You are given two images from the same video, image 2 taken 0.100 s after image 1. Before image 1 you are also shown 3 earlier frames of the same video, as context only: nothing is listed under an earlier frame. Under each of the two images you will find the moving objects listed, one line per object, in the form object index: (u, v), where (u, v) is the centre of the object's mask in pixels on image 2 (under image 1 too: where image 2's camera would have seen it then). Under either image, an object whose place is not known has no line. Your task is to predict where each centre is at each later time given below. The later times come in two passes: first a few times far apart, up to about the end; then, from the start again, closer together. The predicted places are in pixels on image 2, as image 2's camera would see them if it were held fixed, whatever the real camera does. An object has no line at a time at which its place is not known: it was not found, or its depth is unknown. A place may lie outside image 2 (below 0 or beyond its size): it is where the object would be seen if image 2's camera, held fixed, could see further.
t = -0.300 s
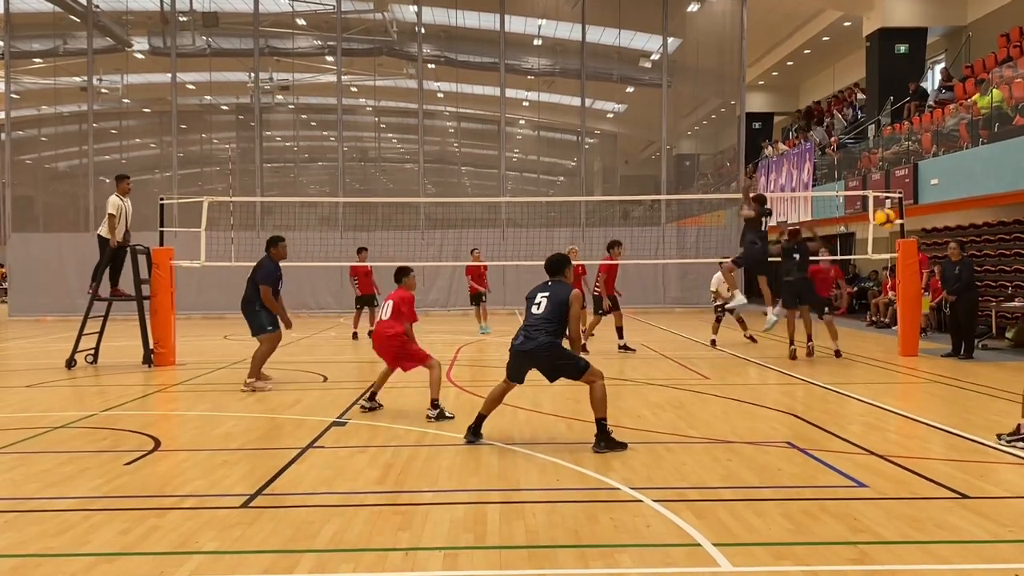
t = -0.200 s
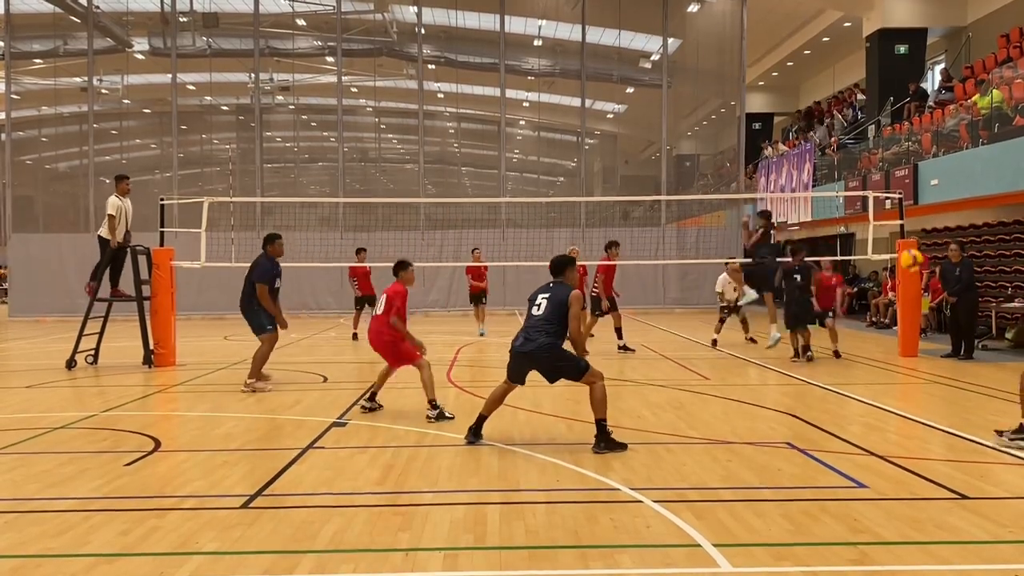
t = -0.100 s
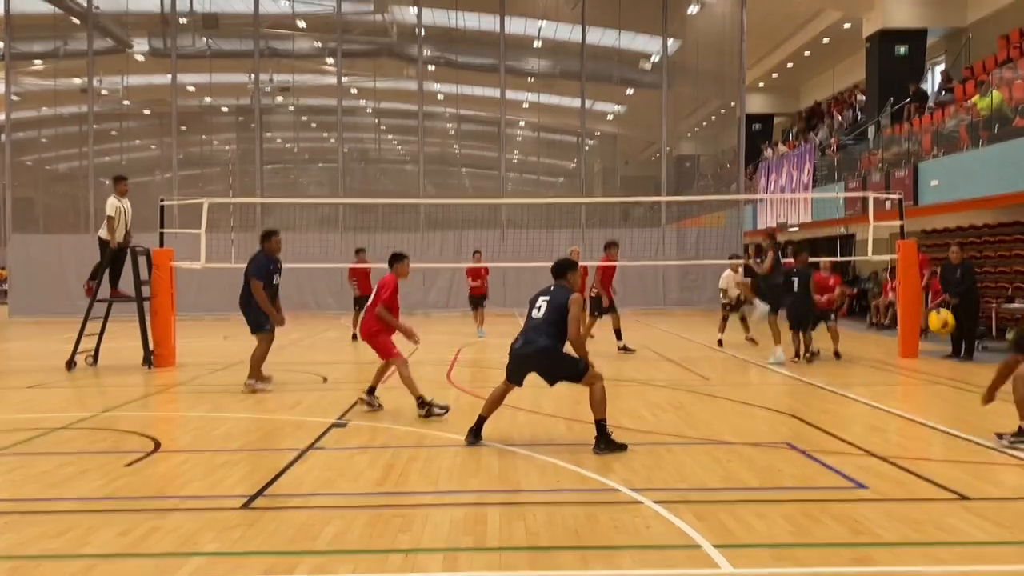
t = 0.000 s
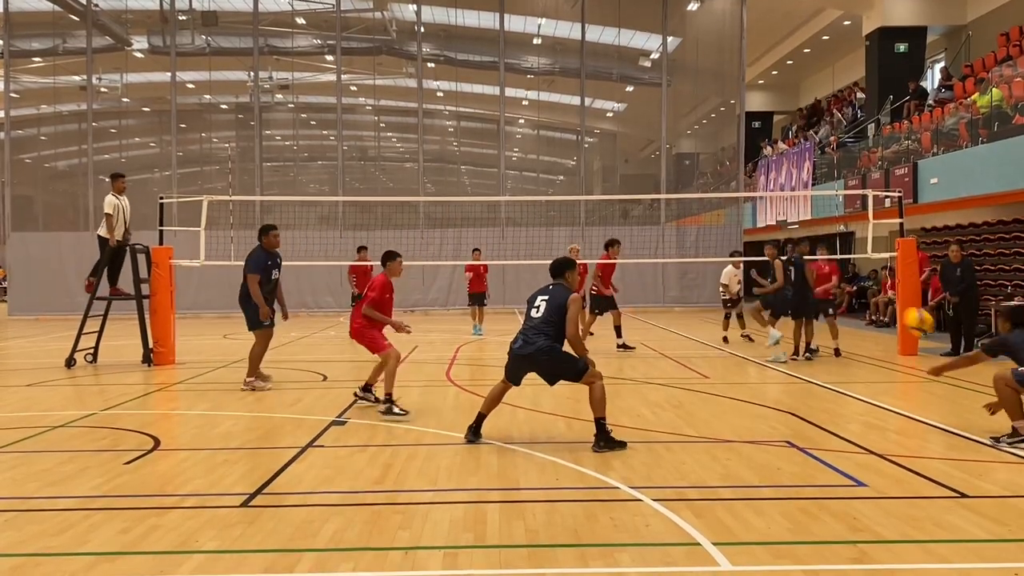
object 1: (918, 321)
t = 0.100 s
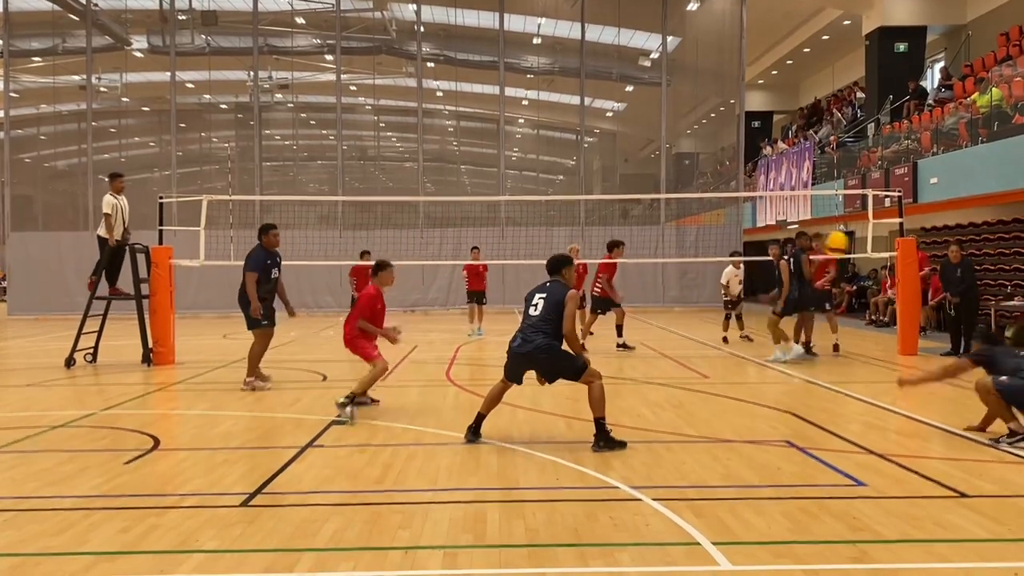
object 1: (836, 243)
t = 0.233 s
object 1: (732, 164)
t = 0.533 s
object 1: (523, 64)
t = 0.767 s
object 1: (379, 59)
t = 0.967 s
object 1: (265, 102)
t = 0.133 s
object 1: (811, 222)
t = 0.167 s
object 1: (782, 201)
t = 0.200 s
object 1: (756, 177)
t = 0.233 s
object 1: (732, 164)
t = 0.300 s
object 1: (683, 130)
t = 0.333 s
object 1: (660, 117)
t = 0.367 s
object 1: (636, 104)
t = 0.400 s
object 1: (612, 93)
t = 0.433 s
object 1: (590, 84)
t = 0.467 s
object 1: (568, 77)
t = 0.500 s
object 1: (546, 70)
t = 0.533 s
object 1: (523, 64)
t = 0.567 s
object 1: (502, 59)
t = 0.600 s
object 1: (481, 56)
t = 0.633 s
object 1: (460, 54)
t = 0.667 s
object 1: (438, 53)
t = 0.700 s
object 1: (417, 55)
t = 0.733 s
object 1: (398, 55)
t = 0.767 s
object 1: (379, 59)
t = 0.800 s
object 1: (357, 63)
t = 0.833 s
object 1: (340, 68)
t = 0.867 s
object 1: (320, 76)
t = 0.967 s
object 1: (265, 102)
